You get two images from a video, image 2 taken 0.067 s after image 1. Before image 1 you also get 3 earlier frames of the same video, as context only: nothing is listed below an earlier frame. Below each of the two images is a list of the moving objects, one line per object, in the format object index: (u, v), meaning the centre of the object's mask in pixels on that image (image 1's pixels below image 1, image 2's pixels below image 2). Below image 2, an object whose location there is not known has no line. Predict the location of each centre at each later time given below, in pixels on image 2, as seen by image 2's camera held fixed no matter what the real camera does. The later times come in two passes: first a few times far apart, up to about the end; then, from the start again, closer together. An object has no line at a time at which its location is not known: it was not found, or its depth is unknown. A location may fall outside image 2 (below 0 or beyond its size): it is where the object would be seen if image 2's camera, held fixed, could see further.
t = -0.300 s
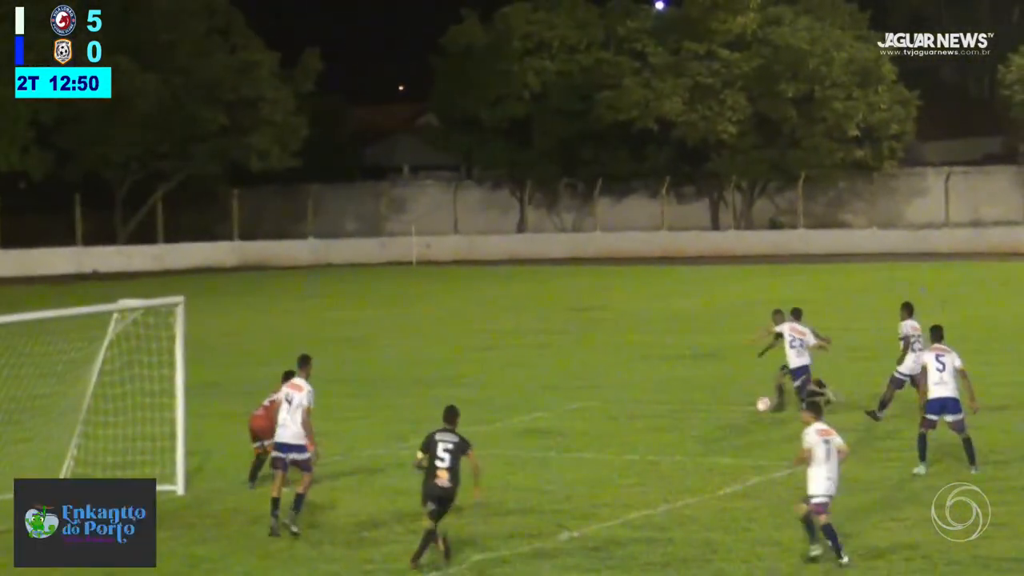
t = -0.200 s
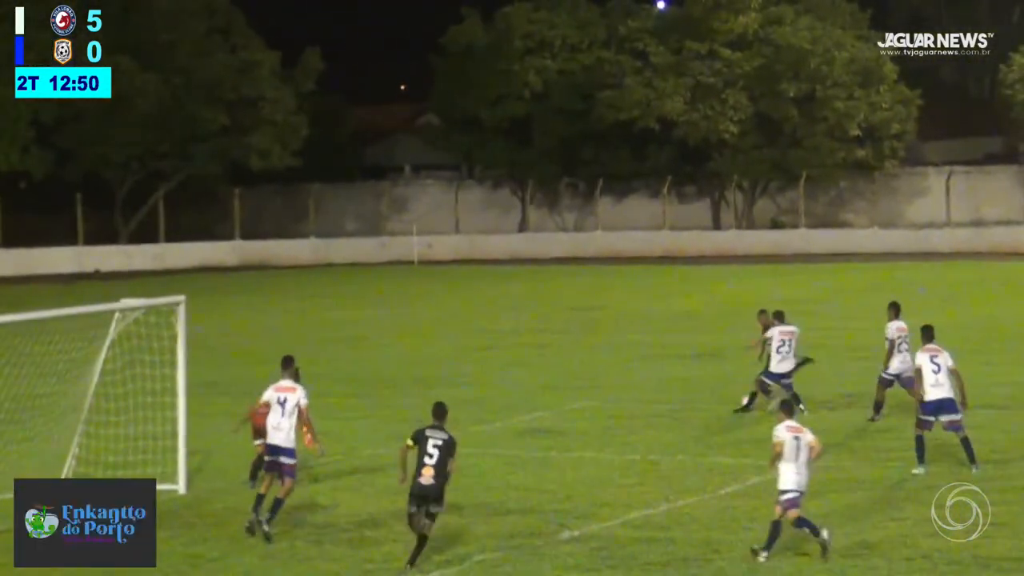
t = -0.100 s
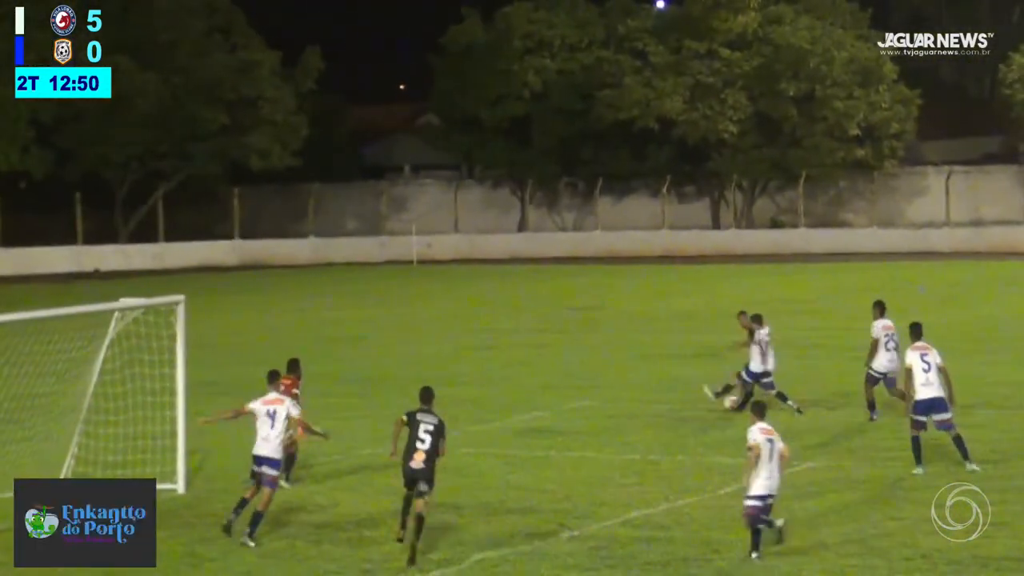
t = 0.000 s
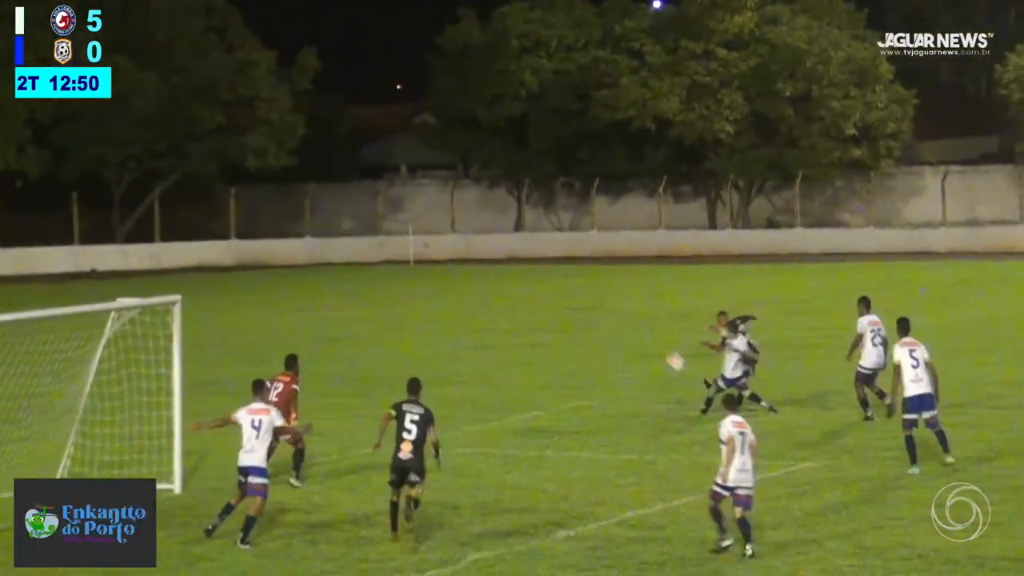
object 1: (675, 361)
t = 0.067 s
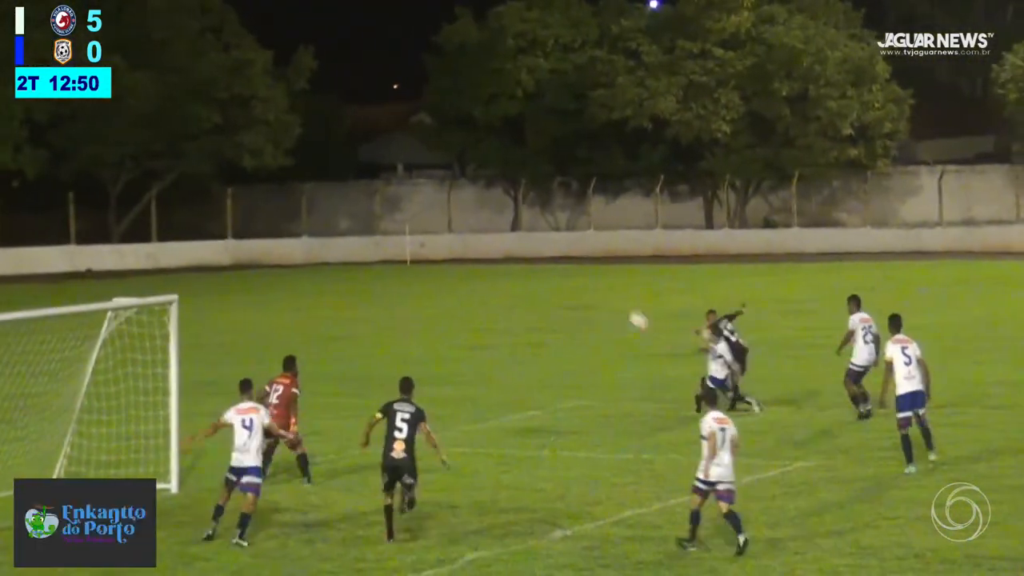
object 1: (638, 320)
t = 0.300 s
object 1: (515, 206)
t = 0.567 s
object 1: (379, 130)
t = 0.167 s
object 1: (587, 265)
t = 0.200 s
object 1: (570, 250)
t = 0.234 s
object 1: (551, 234)
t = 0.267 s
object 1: (534, 220)
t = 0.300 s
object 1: (515, 206)
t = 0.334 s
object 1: (498, 193)
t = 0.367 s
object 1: (480, 181)
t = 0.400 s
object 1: (461, 171)
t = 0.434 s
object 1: (444, 160)
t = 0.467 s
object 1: (427, 151)
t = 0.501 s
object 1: (412, 143)
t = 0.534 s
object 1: (397, 135)
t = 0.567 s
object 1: (379, 130)
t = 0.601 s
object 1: (363, 125)
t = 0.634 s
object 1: (347, 120)
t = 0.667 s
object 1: (329, 117)
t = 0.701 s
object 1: (315, 114)
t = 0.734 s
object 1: (300, 112)
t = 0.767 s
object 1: (286, 112)
